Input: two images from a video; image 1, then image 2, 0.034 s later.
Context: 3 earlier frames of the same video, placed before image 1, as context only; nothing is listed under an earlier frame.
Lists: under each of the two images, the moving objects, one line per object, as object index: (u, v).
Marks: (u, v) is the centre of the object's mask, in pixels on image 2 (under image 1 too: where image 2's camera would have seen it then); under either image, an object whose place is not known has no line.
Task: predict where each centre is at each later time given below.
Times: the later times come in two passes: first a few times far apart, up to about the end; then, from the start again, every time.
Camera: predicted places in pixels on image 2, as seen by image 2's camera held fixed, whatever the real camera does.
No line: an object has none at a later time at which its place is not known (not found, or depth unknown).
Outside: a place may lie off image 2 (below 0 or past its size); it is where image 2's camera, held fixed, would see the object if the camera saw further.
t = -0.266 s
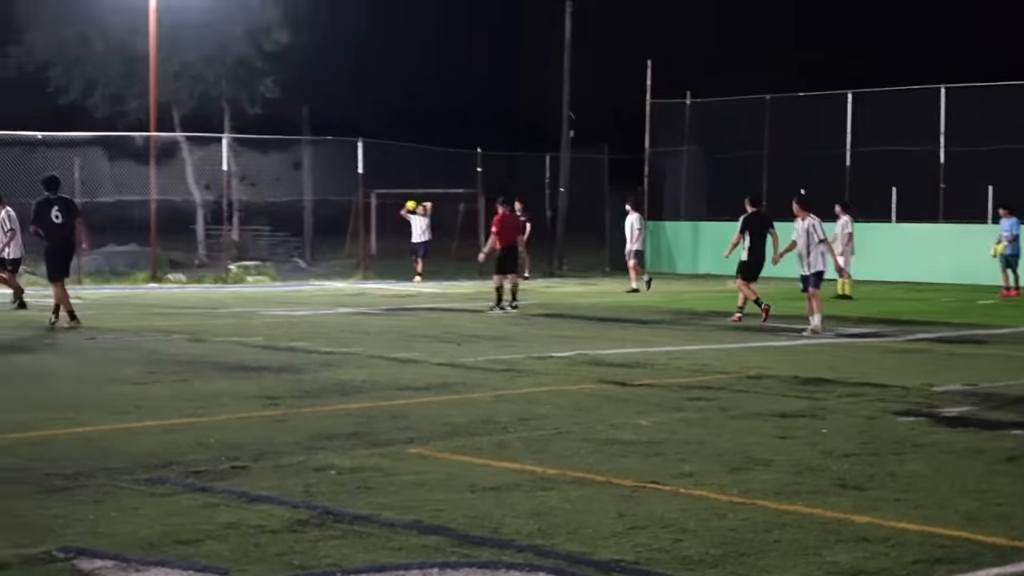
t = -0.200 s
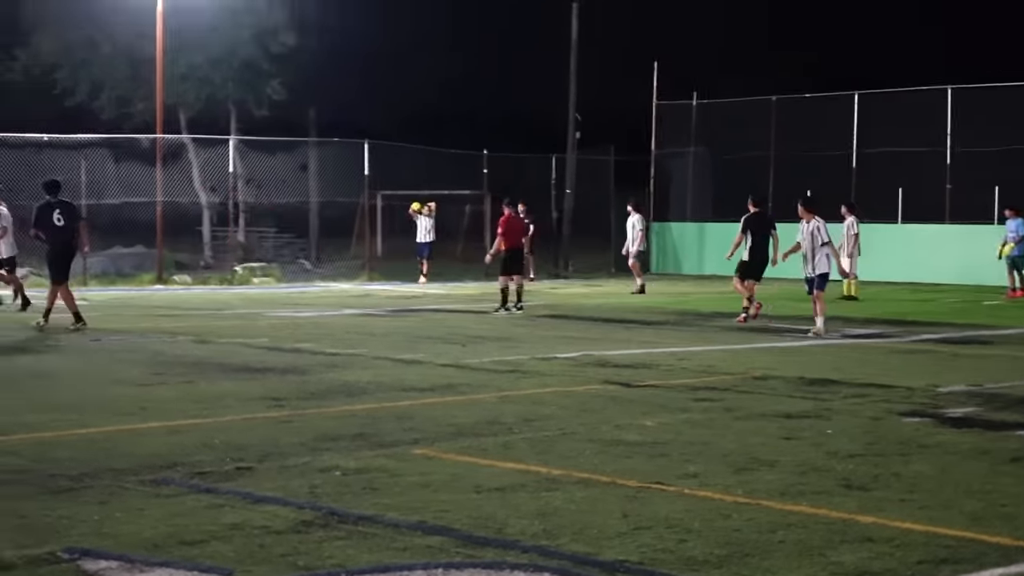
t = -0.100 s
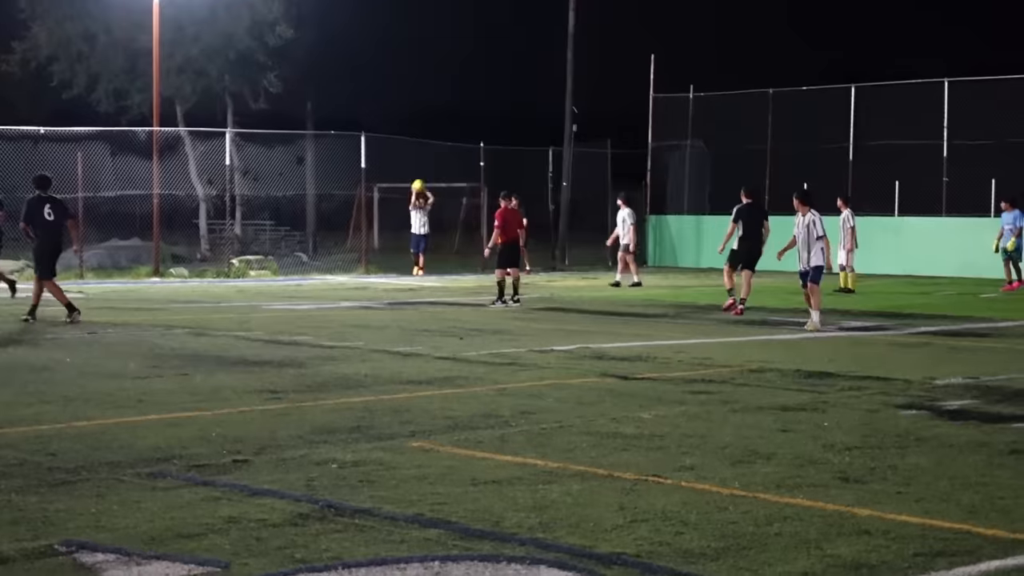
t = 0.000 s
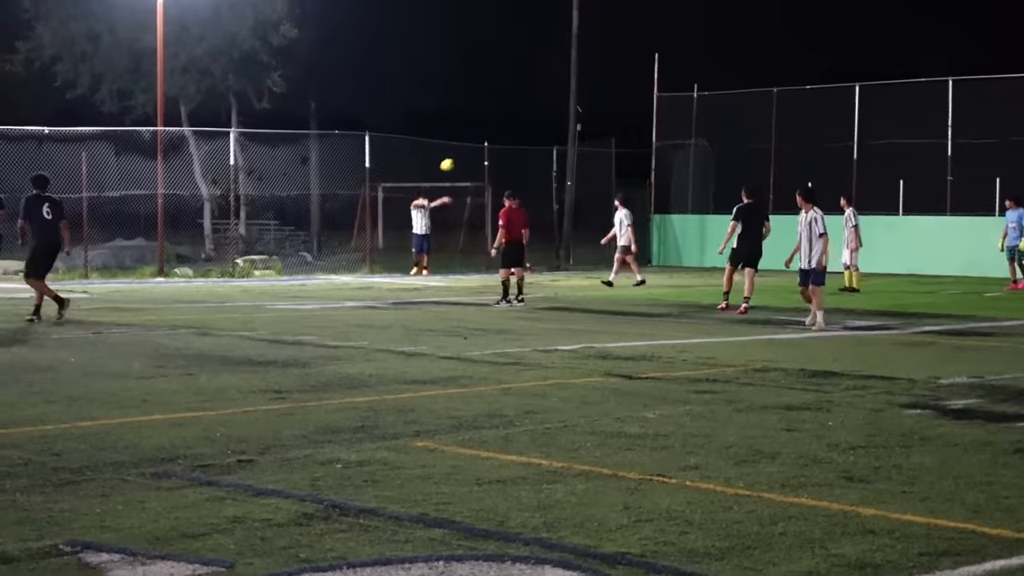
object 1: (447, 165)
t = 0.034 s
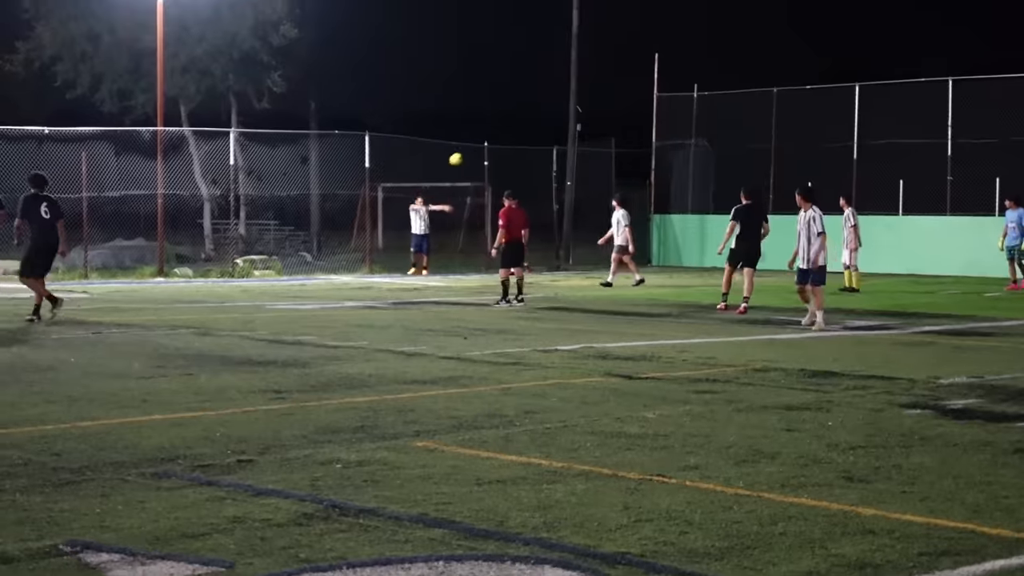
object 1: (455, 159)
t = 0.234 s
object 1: (511, 134)
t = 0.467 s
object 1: (579, 132)
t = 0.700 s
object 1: (650, 158)
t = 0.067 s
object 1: (464, 154)
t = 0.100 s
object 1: (474, 149)
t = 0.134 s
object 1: (483, 144)
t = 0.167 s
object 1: (492, 141)
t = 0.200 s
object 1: (502, 136)
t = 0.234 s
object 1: (511, 134)
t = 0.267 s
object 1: (520, 132)
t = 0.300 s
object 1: (530, 131)
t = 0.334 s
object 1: (539, 130)
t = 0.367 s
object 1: (549, 130)
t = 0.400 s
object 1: (559, 130)
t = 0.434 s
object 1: (568, 130)
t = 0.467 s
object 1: (579, 132)
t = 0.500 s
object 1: (589, 133)
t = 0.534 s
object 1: (599, 136)
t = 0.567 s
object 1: (609, 139)
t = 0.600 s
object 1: (619, 143)
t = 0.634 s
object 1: (629, 147)
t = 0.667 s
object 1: (640, 152)
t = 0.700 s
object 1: (650, 158)
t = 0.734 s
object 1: (661, 164)
